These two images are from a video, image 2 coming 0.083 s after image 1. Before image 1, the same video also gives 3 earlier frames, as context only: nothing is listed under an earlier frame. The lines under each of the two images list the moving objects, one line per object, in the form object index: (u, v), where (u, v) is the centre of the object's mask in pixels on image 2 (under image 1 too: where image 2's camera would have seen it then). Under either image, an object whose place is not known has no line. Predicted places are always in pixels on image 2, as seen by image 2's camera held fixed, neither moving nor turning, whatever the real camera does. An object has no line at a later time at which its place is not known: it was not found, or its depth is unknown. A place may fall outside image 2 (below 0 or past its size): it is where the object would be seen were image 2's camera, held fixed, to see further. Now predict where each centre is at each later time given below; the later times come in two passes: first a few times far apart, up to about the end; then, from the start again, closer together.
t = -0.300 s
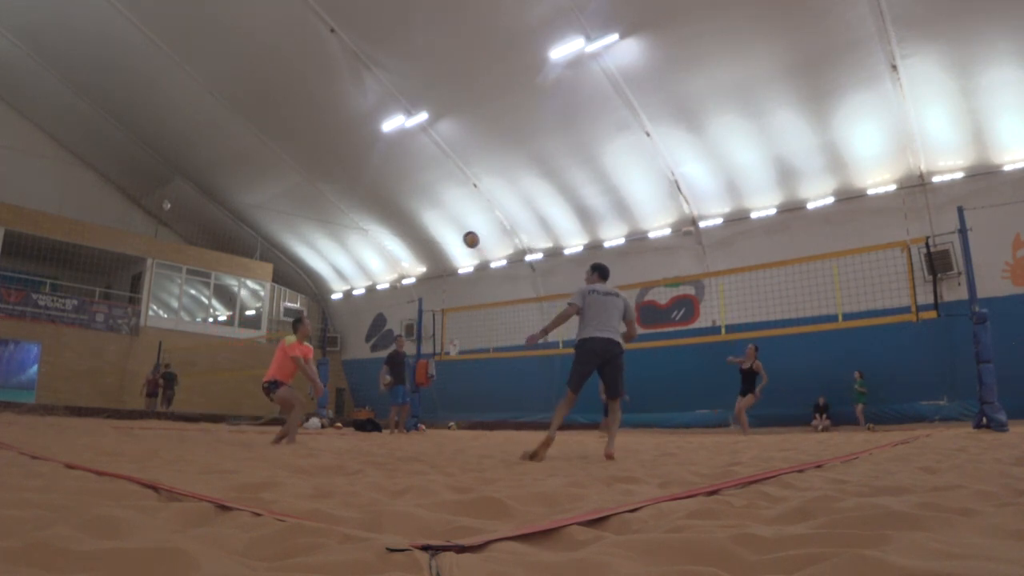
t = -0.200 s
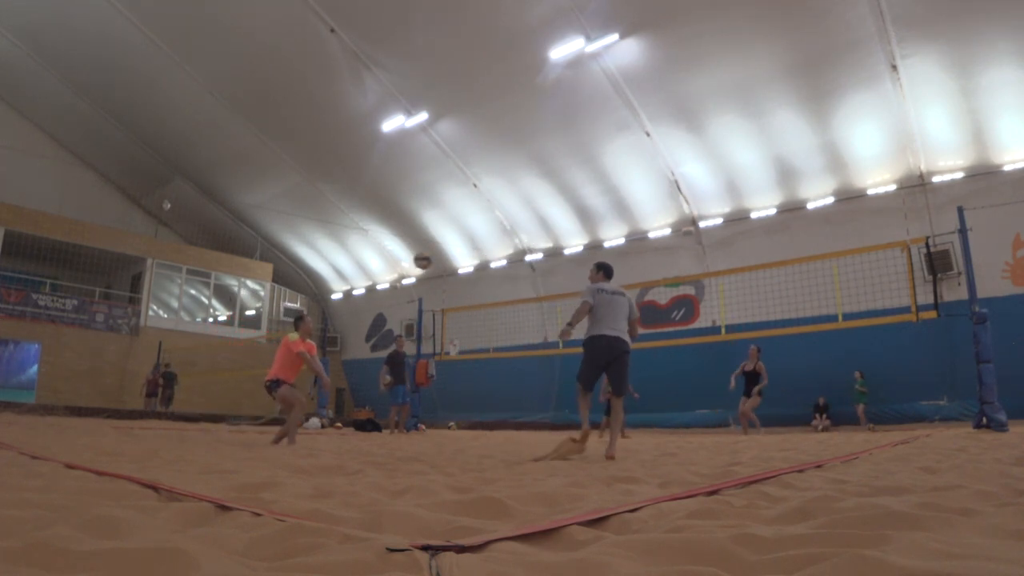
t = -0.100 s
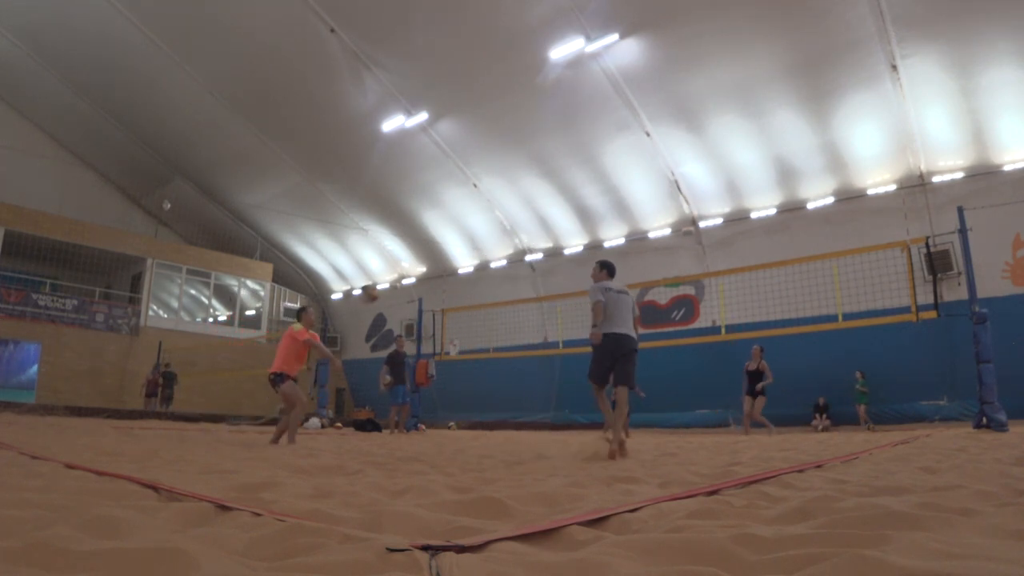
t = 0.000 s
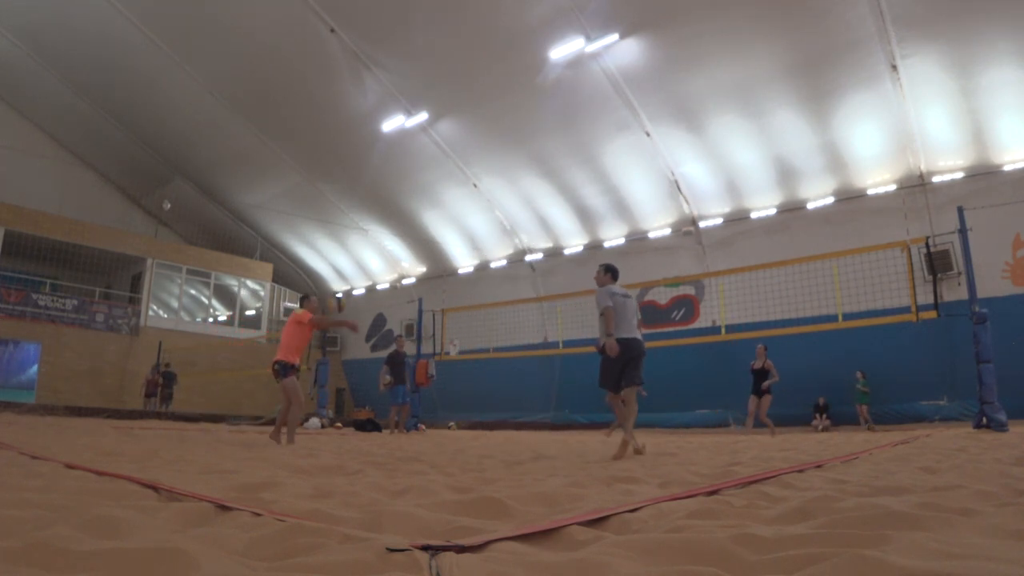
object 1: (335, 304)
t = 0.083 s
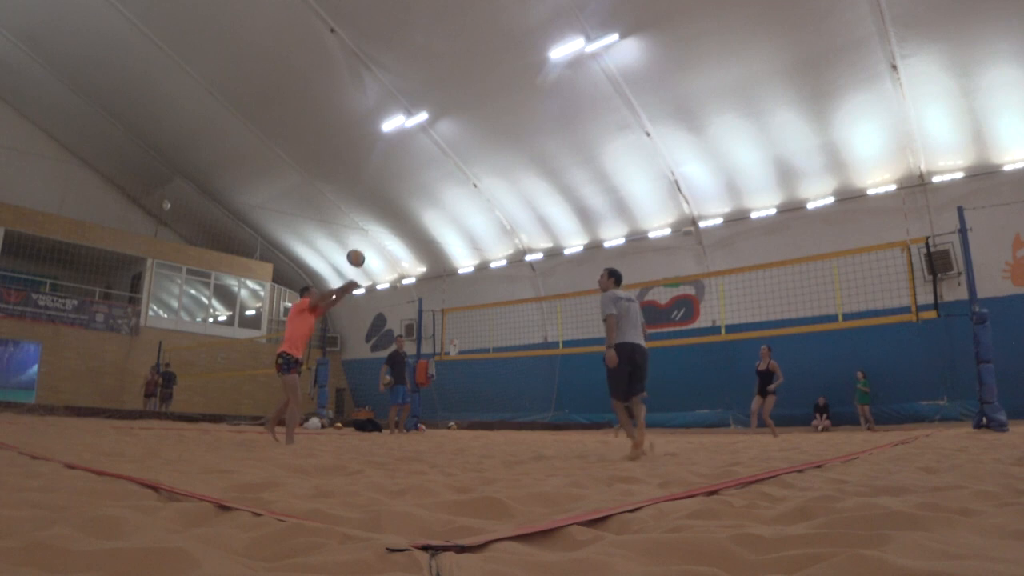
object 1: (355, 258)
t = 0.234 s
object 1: (386, 201)
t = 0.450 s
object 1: (421, 160)
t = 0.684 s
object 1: (450, 157)
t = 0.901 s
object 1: (473, 186)
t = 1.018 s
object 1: (485, 213)
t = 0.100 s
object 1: (359, 250)
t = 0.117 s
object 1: (363, 242)
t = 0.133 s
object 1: (366, 235)
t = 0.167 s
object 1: (372, 223)
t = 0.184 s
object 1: (375, 217)
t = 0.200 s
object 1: (379, 211)
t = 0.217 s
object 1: (382, 206)
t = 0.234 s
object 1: (386, 201)
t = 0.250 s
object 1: (389, 196)
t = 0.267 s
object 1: (392, 191)
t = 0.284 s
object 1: (394, 187)
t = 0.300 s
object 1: (397, 183)
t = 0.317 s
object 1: (400, 179)
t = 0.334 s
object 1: (403, 176)
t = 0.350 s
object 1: (405, 173)
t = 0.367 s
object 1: (408, 170)
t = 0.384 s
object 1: (411, 167)
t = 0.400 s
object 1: (413, 165)
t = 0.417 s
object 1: (416, 163)
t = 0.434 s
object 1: (418, 161)
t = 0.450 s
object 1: (421, 160)
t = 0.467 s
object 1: (423, 158)
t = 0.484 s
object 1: (425, 157)
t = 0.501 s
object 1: (427, 156)
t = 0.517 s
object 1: (429, 155)
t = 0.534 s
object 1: (432, 154)
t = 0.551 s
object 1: (434, 154)
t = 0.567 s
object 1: (436, 154)
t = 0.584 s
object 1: (438, 153)
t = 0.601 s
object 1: (440, 154)
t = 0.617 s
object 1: (442, 154)
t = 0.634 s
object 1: (444, 154)
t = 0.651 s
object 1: (446, 155)
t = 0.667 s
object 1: (448, 156)
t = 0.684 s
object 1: (450, 157)
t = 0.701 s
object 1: (452, 159)
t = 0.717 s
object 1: (454, 160)
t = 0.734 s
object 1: (456, 161)
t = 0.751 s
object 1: (458, 163)
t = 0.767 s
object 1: (459, 165)
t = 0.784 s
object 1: (461, 167)
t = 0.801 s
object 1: (463, 169)
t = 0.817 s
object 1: (465, 172)
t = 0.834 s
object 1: (467, 174)
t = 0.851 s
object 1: (468, 177)
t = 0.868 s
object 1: (470, 180)
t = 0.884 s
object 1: (472, 183)
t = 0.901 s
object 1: (473, 186)
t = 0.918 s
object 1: (475, 189)
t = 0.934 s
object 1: (477, 193)
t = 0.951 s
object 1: (478, 196)
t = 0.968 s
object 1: (480, 200)
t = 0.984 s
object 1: (481, 204)
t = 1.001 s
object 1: (483, 208)
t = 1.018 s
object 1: (485, 213)
